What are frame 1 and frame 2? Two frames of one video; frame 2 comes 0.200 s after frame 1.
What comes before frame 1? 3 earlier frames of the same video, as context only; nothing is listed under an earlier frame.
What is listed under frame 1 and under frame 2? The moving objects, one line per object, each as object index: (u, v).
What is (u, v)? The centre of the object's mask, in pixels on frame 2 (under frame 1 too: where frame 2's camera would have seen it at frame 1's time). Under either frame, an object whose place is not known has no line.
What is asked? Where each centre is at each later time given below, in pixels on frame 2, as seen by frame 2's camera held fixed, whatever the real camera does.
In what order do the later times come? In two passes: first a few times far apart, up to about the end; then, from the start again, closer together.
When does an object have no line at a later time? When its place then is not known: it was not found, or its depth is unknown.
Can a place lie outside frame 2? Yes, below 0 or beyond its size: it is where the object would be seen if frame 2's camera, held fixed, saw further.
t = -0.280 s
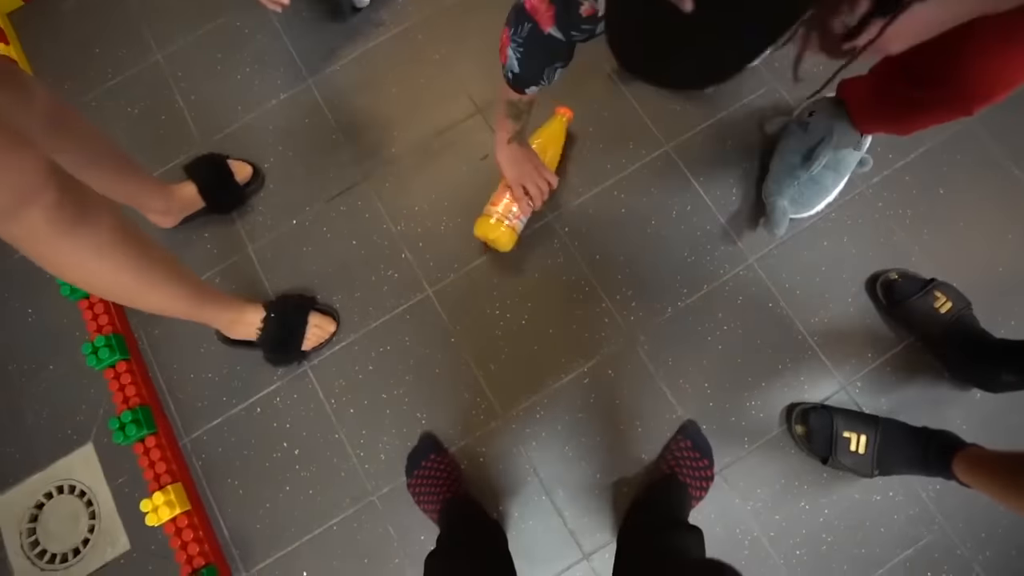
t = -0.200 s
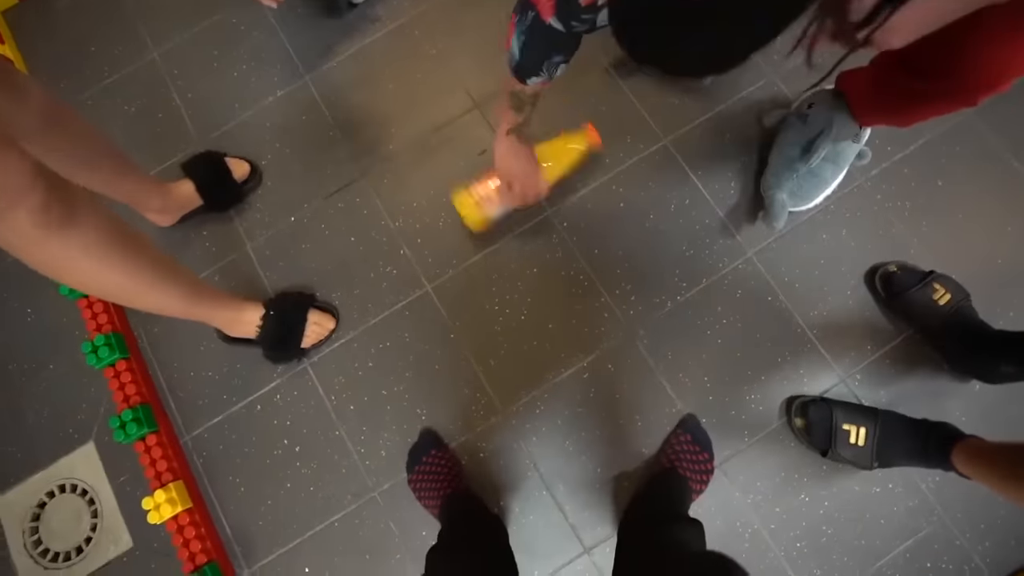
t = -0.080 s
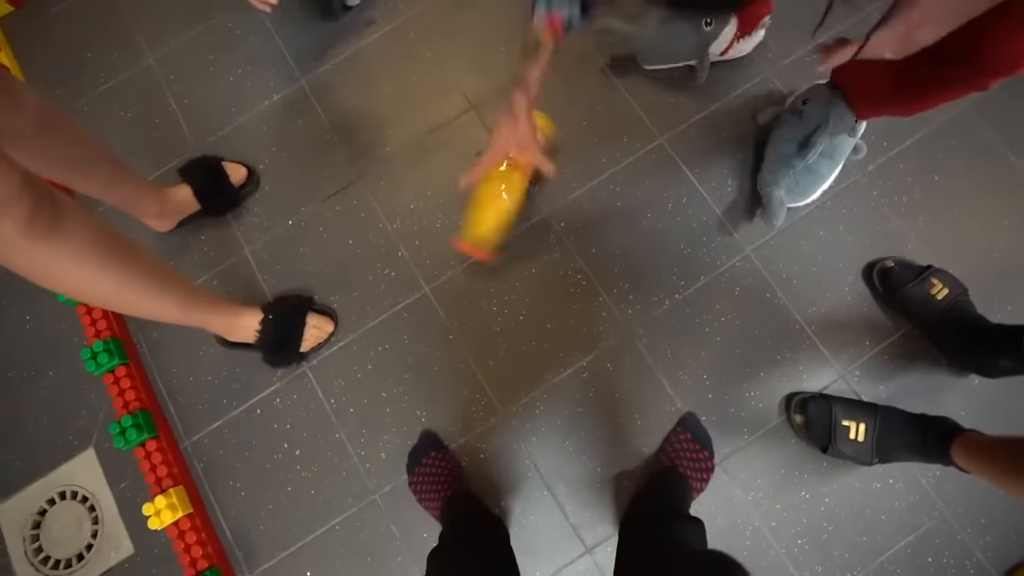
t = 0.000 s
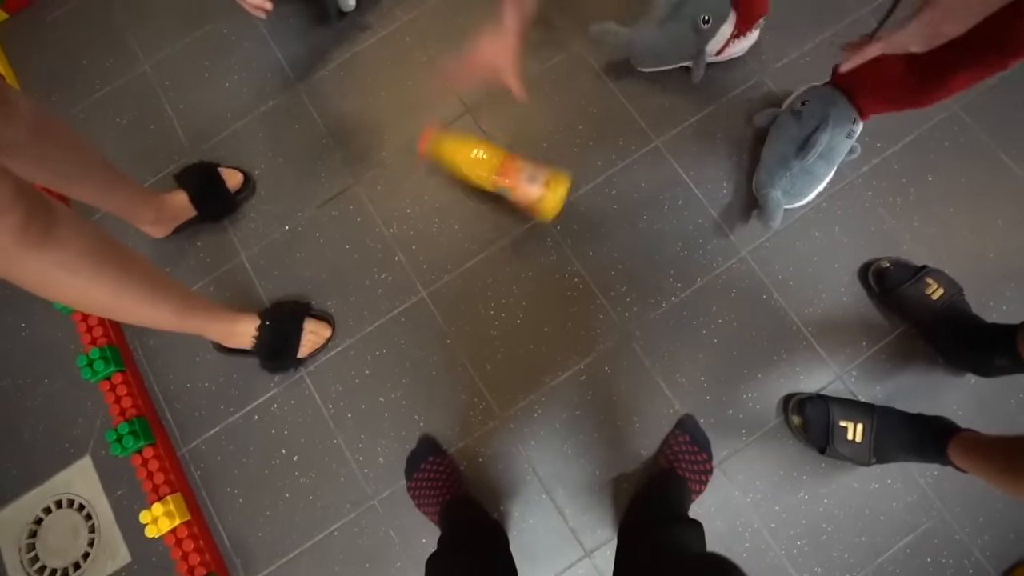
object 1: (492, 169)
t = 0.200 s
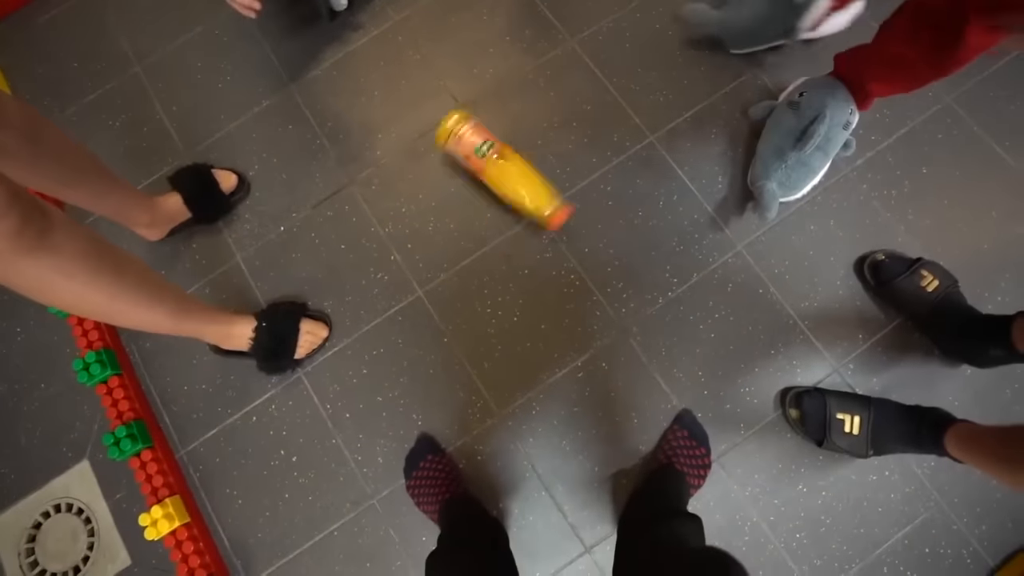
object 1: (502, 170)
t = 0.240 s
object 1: (496, 170)
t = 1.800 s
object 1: (488, 161)
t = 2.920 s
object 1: (490, 161)
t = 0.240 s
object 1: (496, 170)
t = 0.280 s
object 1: (491, 170)
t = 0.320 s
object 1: (487, 166)
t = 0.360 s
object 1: (488, 161)
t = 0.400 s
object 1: (488, 157)
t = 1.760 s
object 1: (487, 161)
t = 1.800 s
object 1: (488, 161)
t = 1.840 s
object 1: (489, 161)
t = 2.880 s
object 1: (490, 162)
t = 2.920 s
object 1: (490, 161)
